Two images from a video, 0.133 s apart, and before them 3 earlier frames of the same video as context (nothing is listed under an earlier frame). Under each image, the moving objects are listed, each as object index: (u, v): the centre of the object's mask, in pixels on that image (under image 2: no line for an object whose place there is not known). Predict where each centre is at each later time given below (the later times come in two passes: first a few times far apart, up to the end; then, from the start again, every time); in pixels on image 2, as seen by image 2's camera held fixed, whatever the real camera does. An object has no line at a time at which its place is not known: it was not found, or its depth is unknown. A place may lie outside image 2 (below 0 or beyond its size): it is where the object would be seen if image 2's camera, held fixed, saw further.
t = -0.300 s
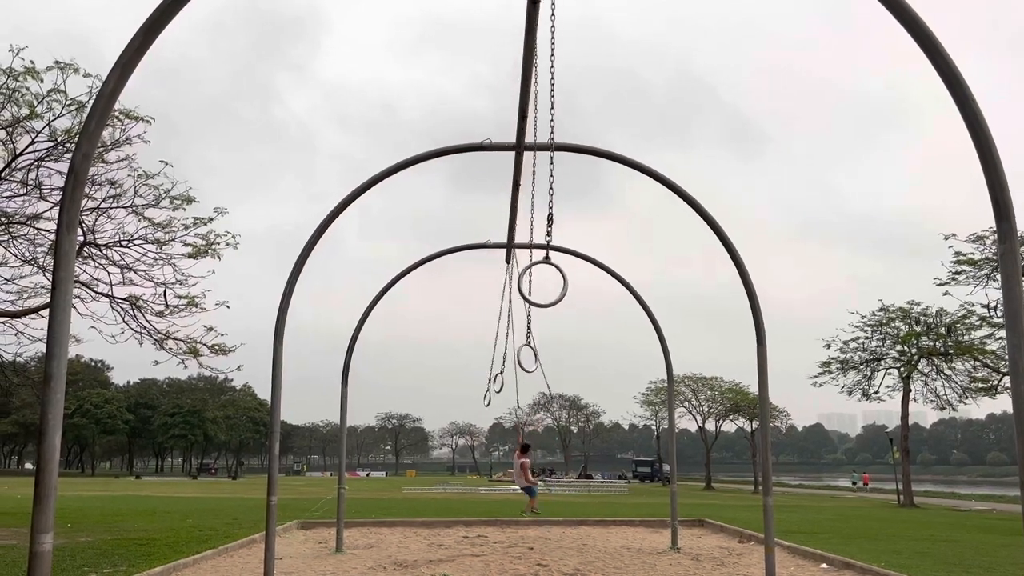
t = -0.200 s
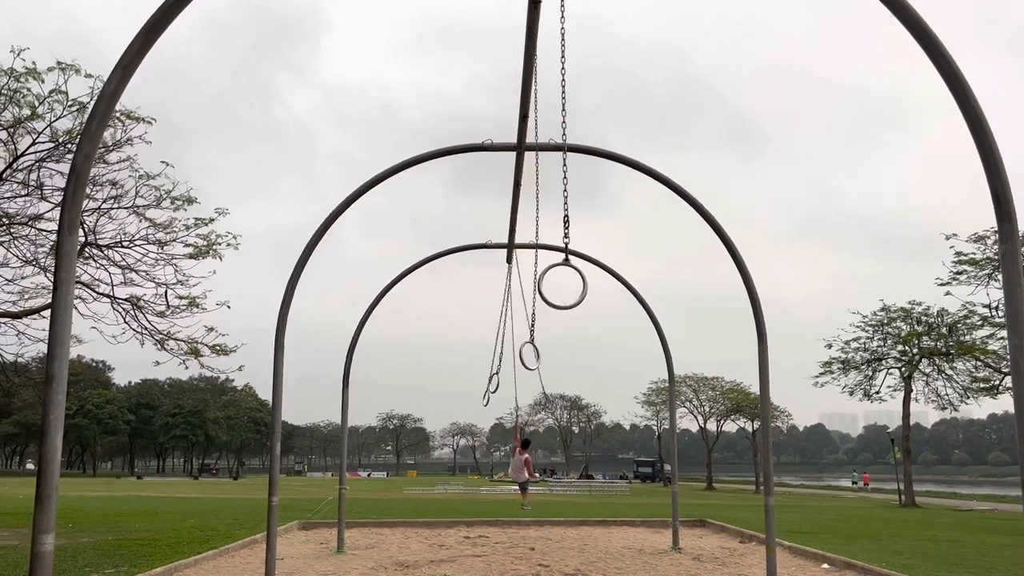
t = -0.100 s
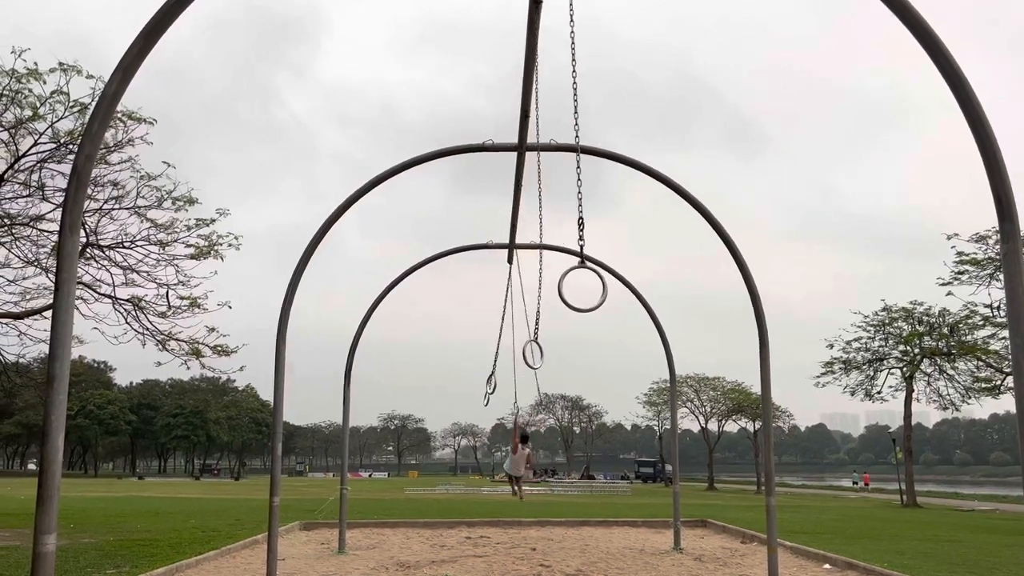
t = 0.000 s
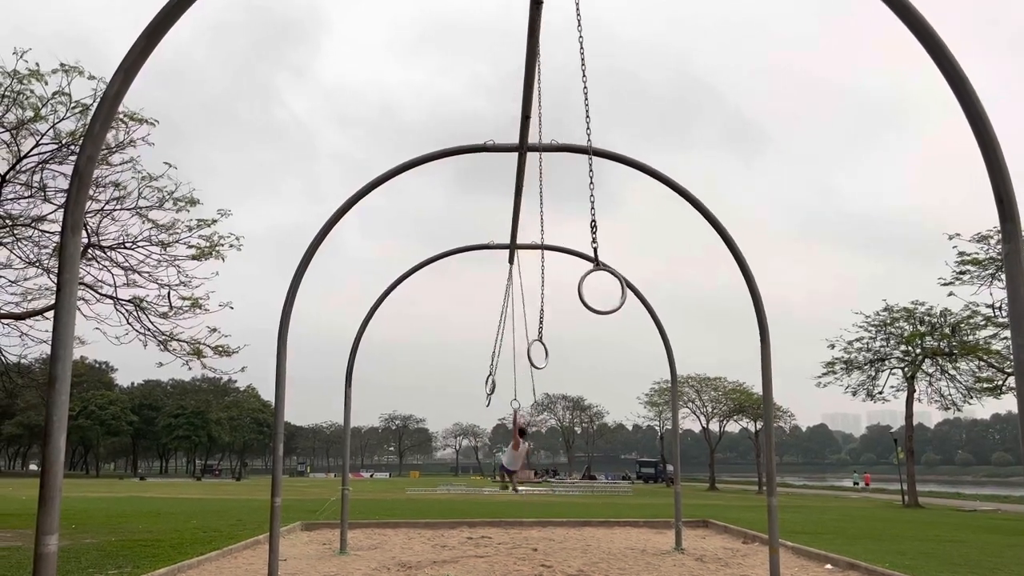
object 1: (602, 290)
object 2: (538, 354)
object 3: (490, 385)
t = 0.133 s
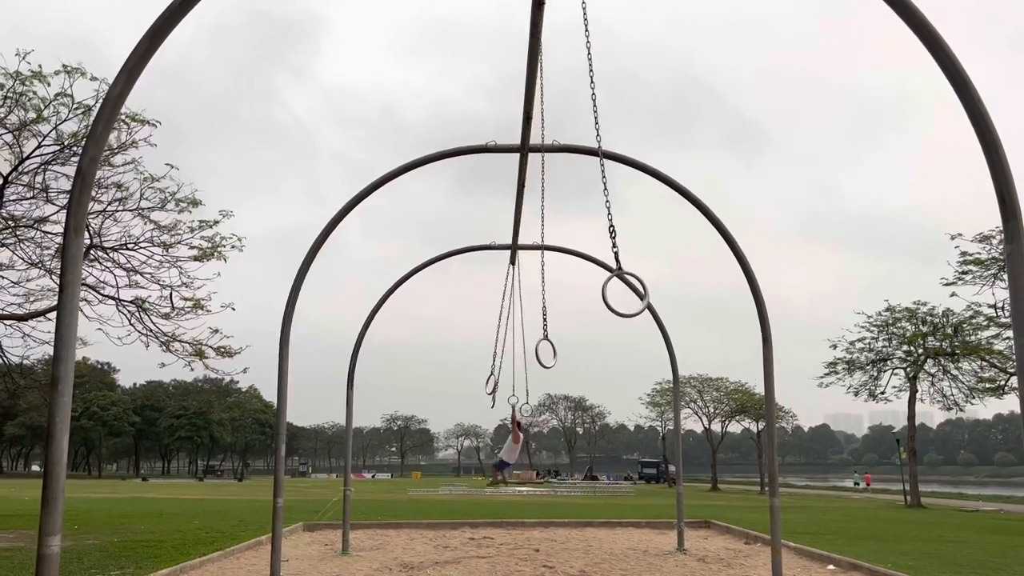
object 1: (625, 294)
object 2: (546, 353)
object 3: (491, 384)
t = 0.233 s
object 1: (637, 297)
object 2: (550, 350)
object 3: (491, 383)
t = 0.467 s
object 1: (648, 303)
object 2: (555, 347)
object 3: (498, 381)
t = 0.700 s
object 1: (641, 308)
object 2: (555, 345)
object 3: (511, 380)
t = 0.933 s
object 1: (620, 312)
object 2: (551, 349)
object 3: (528, 379)
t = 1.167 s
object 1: (593, 315)
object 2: (548, 358)
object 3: (551, 385)
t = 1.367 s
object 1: (565, 316)
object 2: (546, 361)
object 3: (561, 378)
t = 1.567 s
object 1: (533, 315)
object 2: (541, 362)
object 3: (566, 382)
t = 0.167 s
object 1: (630, 295)
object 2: (547, 352)
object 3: (491, 384)
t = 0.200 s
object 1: (633, 296)
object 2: (549, 351)
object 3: (491, 383)
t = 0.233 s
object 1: (637, 297)
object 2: (550, 350)
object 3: (491, 383)
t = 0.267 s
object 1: (640, 297)
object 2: (551, 350)
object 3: (492, 383)
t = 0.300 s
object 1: (642, 298)
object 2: (552, 349)
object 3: (492, 382)
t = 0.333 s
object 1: (644, 299)
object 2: (553, 348)
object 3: (493, 382)
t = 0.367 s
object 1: (646, 300)
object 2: (554, 348)
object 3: (494, 381)
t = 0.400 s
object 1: (647, 301)
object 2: (555, 348)
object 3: (495, 381)
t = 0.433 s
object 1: (648, 302)
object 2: (555, 347)
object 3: (497, 381)
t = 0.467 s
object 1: (648, 303)
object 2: (555, 347)
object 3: (498, 381)
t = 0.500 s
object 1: (648, 304)
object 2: (556, 347)
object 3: (500, 381)
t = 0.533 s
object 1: (648, 305)
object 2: (556, 347)
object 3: (501, 381)
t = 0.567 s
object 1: (647, 306)
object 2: (556, 347)
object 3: (503, 381)
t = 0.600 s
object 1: (646, 306)
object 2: (556, 346)
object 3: (505, 380)
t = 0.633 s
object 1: (645, 307)
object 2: (555, 346)
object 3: (507, 380)
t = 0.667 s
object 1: (643, 308)
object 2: (555, 346)
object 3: (509, 380)
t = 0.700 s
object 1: (641, 308)
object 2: (555, 345)
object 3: (511, 380)
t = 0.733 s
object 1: (639, 309)
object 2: (554, 345)
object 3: (513, 380)
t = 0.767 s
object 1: (636, 309)
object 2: (554, 345)
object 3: (515, 379)
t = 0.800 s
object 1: (634, 310)
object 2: (553, 345)
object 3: (518, 379)
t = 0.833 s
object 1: (631, 310)
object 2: (553, 346)
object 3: (520, 379)
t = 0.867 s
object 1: (627, 311)
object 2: (552, 346)
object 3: (523, 379)
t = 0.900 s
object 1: (624, 312)
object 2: (552, 347)
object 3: (525, 379)
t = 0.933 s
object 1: (620, 312)
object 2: (551, 349)
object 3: (528, 379)
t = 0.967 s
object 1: (617, 312)
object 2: (550, 350)
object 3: (531, 379)
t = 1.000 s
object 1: (613, 313)
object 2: (550, 352)
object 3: (534, 379)
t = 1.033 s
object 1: (609, 313)
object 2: (550, 353)
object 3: (537, 379)
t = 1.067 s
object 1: (605, 314)
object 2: (549, 355)
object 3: (539, 379)
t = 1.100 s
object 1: (601, 314)
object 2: (549, 356)
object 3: (545, 383)
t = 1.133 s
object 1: (597, 315)
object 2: (548, 357)
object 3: (549, 383)
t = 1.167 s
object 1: (593, 315)
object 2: (548, 358)
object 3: (551, 385)
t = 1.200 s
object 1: (589, 315)
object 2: (548, 359)
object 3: (553, 384)
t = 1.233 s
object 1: (585, 316)
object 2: (548, 360)
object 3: (556, 384)
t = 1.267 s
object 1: (580, 316)
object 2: (547, 360)
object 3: (560, 383)
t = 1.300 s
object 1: (575, 316)
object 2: (547, 360)
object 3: (561, 383)
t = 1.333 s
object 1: (570, 316)
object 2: (547, 361)
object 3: (564, 382)
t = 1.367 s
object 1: (565, 316)
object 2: (546, 361)
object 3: (561, 378)
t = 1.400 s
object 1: (560, 316)
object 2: (546, 361)
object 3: (562, 379)
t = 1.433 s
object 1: (555, 316)
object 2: (545, 361)
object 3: (563, 380)
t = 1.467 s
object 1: (549, 316)
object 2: (544, 361)
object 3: (564, 381)
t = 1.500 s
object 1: (544, 316)
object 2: (543, 362)
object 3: (565, 381)
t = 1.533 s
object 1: (538, 315)
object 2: (542, 362)
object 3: (565, 382)
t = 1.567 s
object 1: (533, 315)
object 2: (541, 362)
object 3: (566, 382)
